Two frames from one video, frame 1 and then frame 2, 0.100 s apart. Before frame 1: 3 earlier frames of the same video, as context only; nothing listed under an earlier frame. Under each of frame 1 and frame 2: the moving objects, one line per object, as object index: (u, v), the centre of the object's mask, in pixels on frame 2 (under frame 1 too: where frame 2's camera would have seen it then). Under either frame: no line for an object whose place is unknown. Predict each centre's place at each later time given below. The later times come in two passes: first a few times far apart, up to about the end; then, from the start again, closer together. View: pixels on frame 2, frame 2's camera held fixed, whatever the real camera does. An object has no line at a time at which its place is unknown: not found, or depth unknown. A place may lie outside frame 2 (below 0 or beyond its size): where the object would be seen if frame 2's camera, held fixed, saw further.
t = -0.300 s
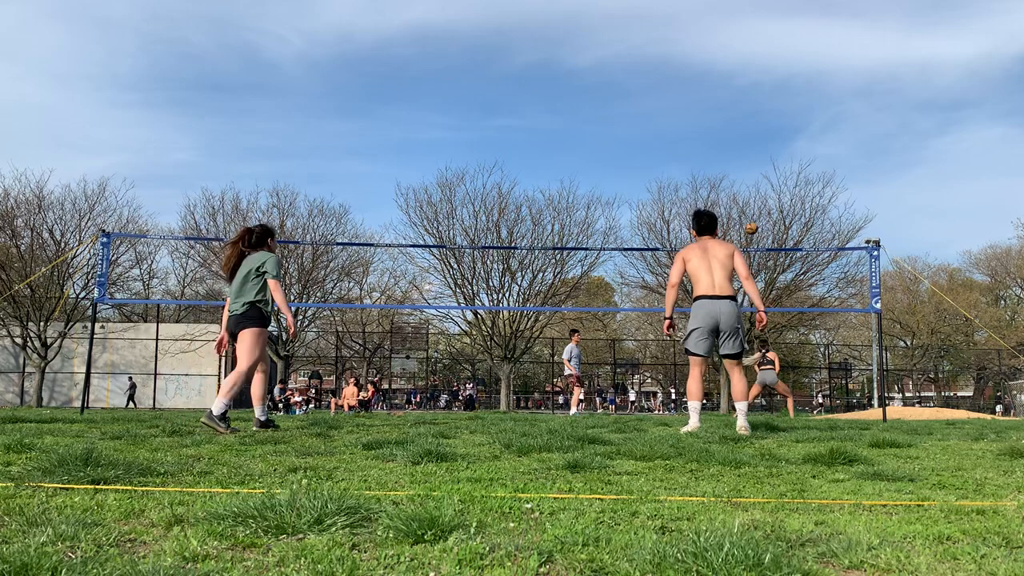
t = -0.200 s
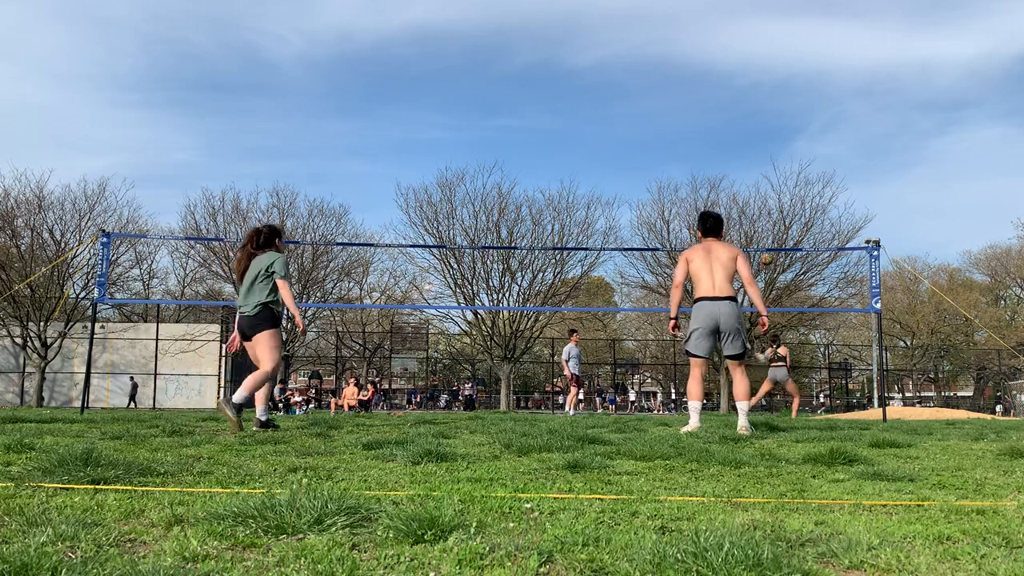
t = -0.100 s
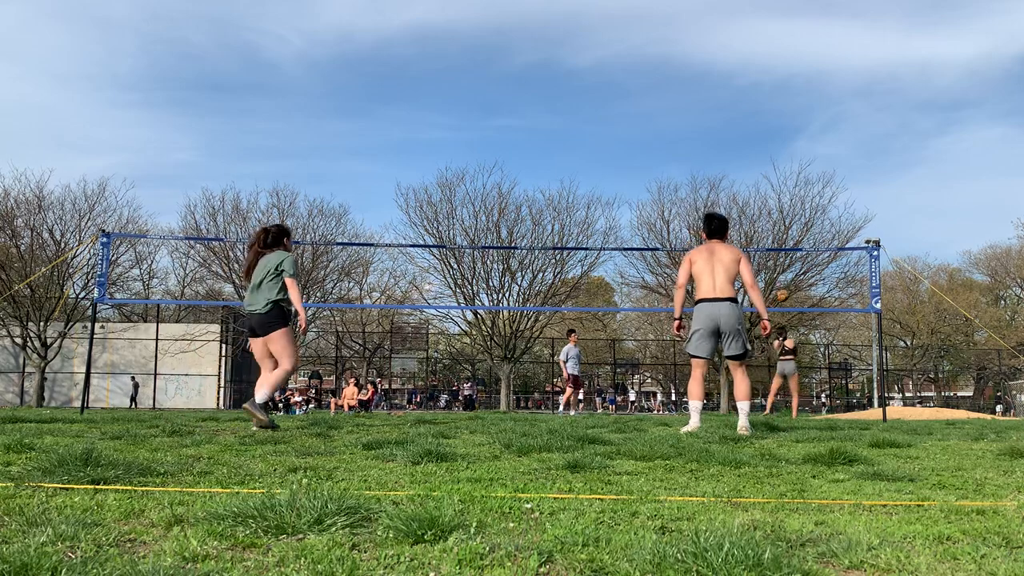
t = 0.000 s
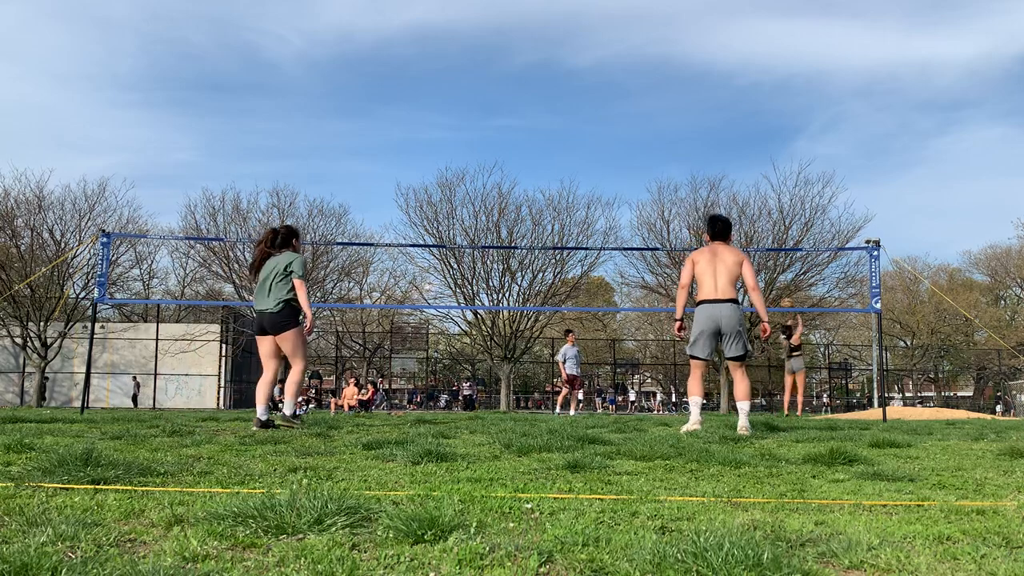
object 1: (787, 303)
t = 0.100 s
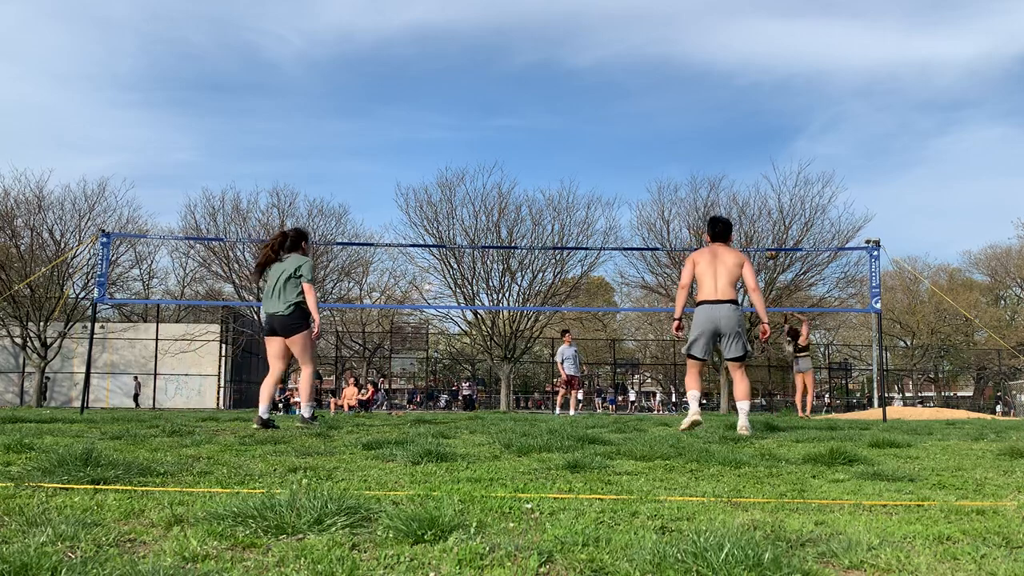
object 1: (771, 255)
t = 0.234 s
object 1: (748, 192)
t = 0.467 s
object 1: (700, 101)
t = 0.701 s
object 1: (639, 38)
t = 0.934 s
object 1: (563, 12)
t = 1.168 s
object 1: (468, 43)
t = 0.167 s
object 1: (760, 222)
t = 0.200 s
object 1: (754, 206)
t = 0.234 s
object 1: (748, 192)
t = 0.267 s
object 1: (742, 177)
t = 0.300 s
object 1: (735, 163)
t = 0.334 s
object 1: (728, 150)
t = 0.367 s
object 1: (722, 137)
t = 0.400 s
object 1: (715, 125)
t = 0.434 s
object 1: (707, 113)
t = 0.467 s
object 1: (700, 101)
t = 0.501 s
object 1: (692, 90)
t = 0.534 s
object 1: (684, 80)
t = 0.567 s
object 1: (675, 71)
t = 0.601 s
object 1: (666, 61)
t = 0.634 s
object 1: (657, 53)
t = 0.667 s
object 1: (648, 45)
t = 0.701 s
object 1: (639, 38)
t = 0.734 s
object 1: (629, 32)
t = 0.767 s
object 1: (619, 26)
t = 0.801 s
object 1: (608, 21)
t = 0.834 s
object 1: (597, 18)
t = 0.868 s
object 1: (586, 15)
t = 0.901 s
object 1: (575, 13)
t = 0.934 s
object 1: (563, 12)
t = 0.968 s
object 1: (551, 12)
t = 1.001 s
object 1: (538, 14)
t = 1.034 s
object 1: (525, 17)
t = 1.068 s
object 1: (512, 21)
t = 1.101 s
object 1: (498, 27)
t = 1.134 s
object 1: (483, 34)
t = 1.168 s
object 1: (468, 43)
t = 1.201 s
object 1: (452, 53)
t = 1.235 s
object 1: (436, 66)
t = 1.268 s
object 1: (419, 81)
